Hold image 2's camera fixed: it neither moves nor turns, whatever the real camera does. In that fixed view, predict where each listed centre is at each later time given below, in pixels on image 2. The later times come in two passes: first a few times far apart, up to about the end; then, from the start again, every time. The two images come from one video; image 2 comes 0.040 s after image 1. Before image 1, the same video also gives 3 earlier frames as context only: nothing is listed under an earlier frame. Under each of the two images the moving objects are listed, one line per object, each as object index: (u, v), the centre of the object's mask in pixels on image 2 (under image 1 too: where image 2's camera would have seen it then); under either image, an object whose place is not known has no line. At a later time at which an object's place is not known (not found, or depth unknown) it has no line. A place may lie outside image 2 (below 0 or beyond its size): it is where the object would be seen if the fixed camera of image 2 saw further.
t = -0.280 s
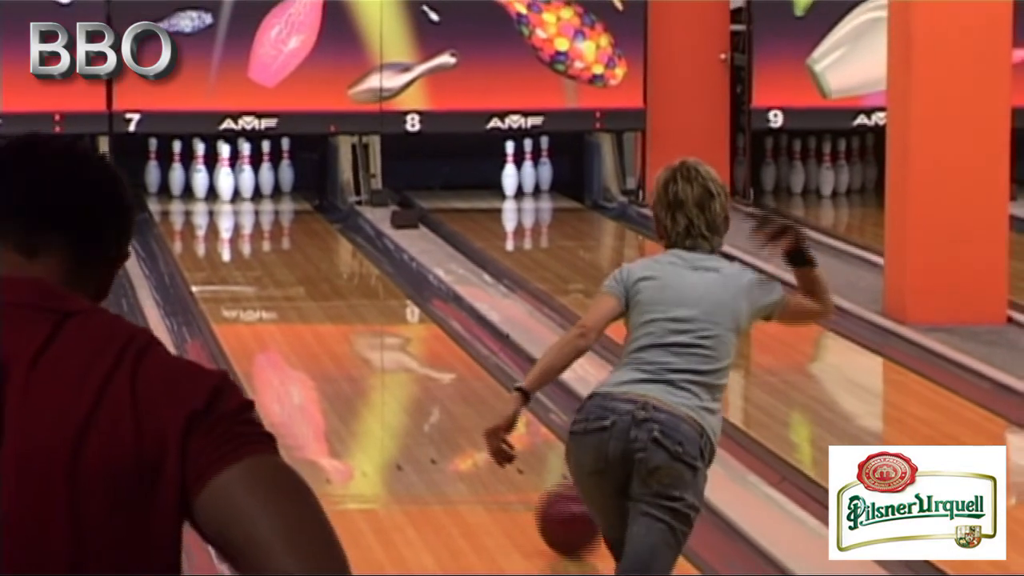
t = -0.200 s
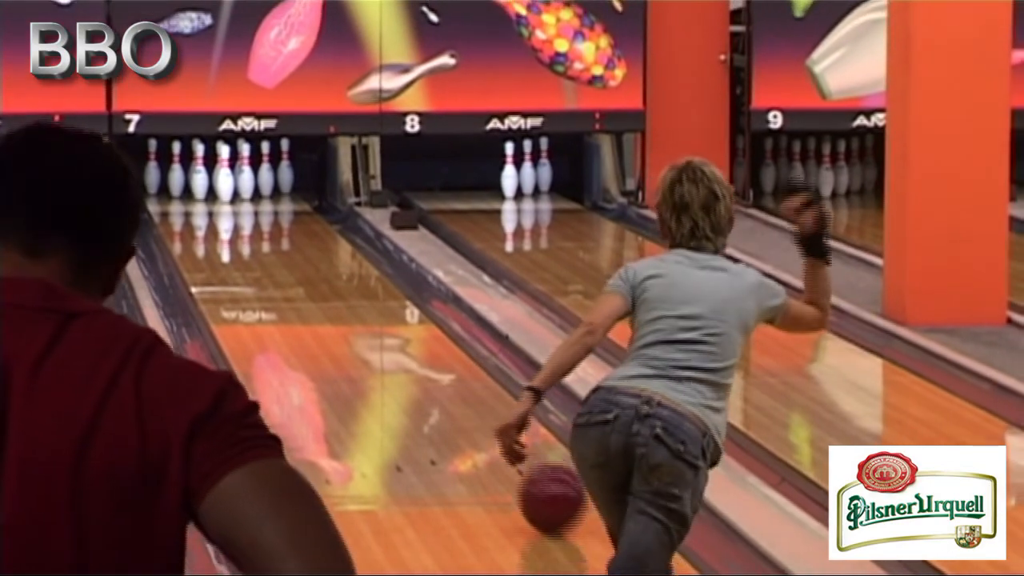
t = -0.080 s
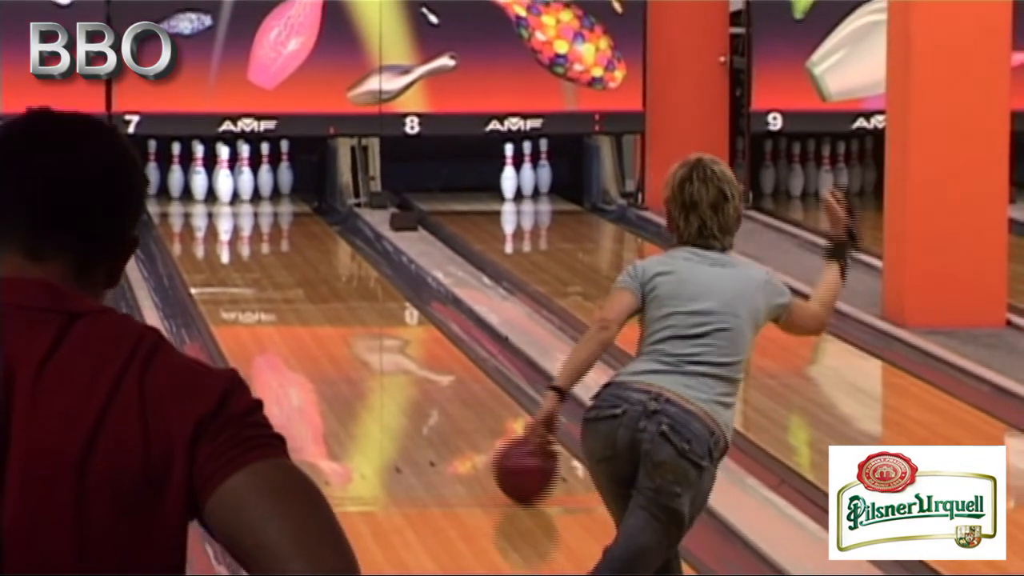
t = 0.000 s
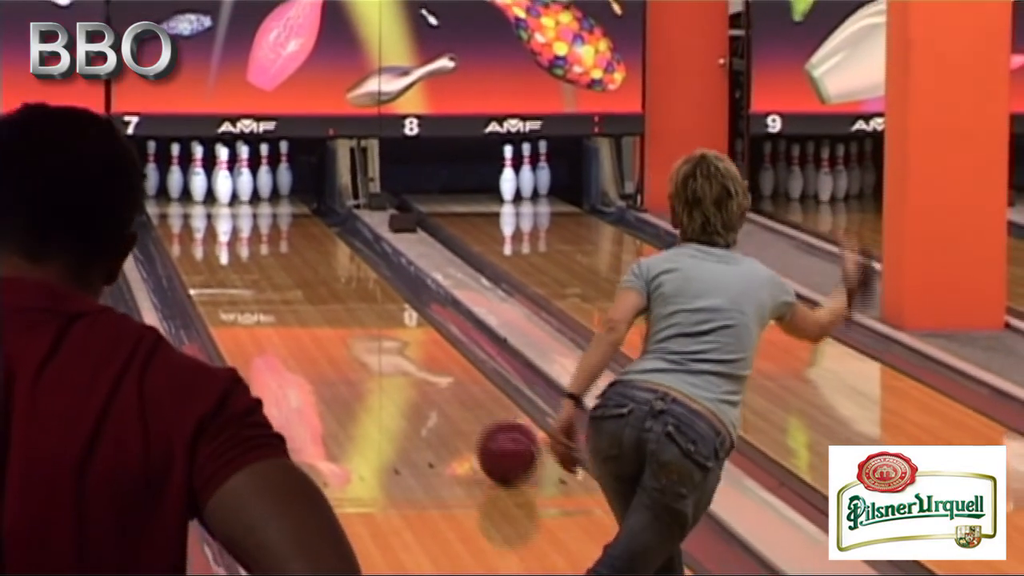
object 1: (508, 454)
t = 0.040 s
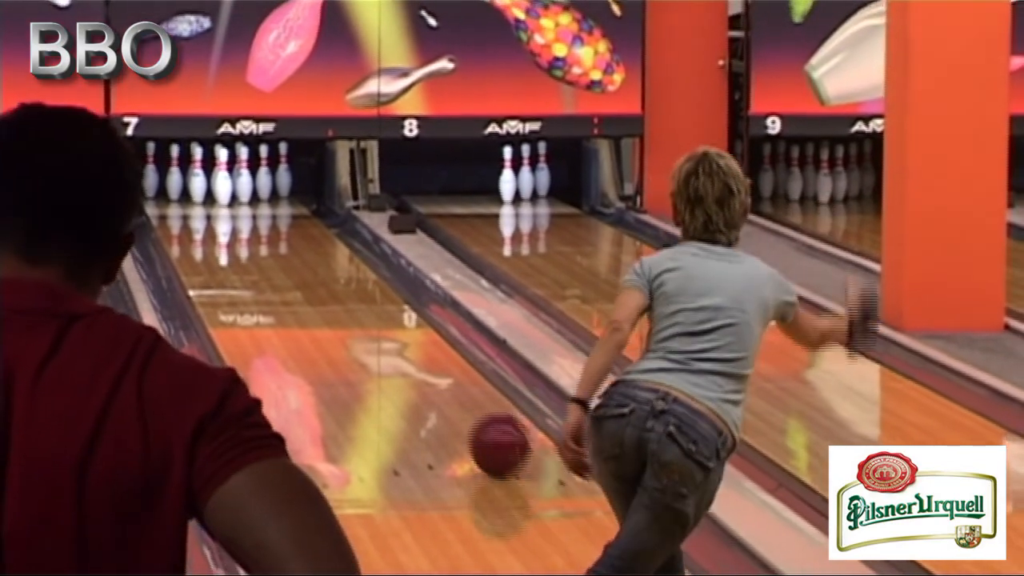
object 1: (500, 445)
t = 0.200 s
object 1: (472, 413)
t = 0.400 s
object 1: (441, 378)
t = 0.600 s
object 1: (414, 348)
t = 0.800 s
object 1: (389, 321)
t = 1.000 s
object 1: (367, 298)
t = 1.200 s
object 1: (348, 278)
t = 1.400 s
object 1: (329, 260)
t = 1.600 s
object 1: (313, 244)
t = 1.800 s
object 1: (295, 229)
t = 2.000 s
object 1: (279, 216)
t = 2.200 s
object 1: (263, 205)
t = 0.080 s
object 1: (493, 437)
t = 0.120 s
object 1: (486, 428)
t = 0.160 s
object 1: (479, 420)
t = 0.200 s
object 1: (472, 413)
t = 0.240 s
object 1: (465, 405)
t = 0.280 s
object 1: (458, 398)
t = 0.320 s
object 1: (453, 391)
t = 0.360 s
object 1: (447, 384)
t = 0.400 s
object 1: (441, 378)
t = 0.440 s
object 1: (435, 372)
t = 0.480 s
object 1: (430, 365)
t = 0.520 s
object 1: (424, 359)
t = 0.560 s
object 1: (419, 354)
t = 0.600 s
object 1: (414, 348)
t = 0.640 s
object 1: (408, 343)
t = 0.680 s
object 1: (403, 337)
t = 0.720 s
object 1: (398, 332)
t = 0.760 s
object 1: (394, 327)
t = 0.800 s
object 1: (389, 321)
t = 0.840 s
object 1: (384, 316)
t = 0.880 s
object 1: (380, 311)
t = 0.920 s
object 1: (376, 307)
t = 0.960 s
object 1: (371, 302)
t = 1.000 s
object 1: (367, 298)
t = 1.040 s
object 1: (363, 293)
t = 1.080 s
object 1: (359, 289)
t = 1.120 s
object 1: (355, 286)
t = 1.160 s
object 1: (351, 281)
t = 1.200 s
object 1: (348, 278)
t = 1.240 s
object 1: (343, 274)
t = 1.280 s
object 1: (340, 270)
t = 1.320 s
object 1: (337, 267)
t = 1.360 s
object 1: (333, 263)
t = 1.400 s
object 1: (329, 260)
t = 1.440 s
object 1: (326, 256)
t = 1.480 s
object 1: (323, 253)
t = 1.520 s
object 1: (319, 250)
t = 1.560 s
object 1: (316, 247)
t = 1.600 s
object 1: (313, 244)
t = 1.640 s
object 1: (309, 241)
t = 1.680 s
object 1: (305, 238)
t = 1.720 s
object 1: (301, 235)
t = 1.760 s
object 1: (299, 232)
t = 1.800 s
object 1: (295, 229)
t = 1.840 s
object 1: (293, 225)
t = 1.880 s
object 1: (288, 224)
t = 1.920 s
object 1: (285, 221)
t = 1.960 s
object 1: (282, 219)
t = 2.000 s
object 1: (279, 216)
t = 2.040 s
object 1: (276, 214)
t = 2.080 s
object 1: (273, 212)
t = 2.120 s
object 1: (269, 210)
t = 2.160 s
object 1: (267, 208)
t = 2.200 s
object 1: (263, 205)
